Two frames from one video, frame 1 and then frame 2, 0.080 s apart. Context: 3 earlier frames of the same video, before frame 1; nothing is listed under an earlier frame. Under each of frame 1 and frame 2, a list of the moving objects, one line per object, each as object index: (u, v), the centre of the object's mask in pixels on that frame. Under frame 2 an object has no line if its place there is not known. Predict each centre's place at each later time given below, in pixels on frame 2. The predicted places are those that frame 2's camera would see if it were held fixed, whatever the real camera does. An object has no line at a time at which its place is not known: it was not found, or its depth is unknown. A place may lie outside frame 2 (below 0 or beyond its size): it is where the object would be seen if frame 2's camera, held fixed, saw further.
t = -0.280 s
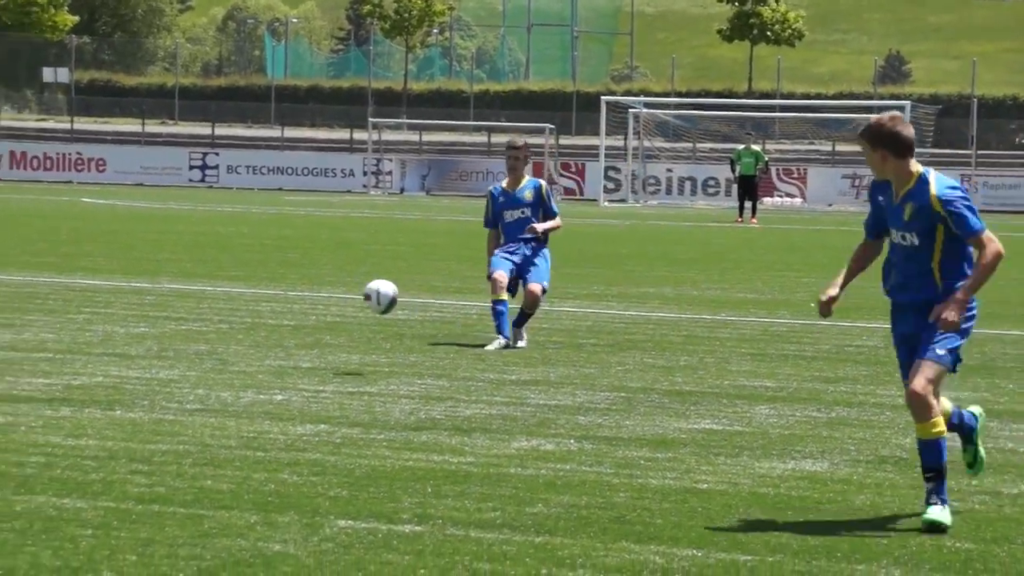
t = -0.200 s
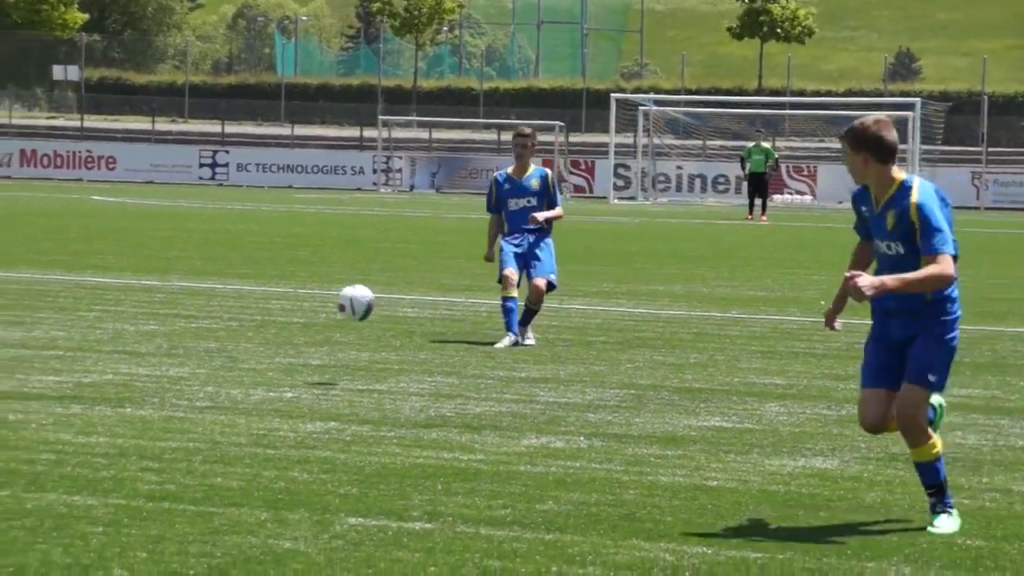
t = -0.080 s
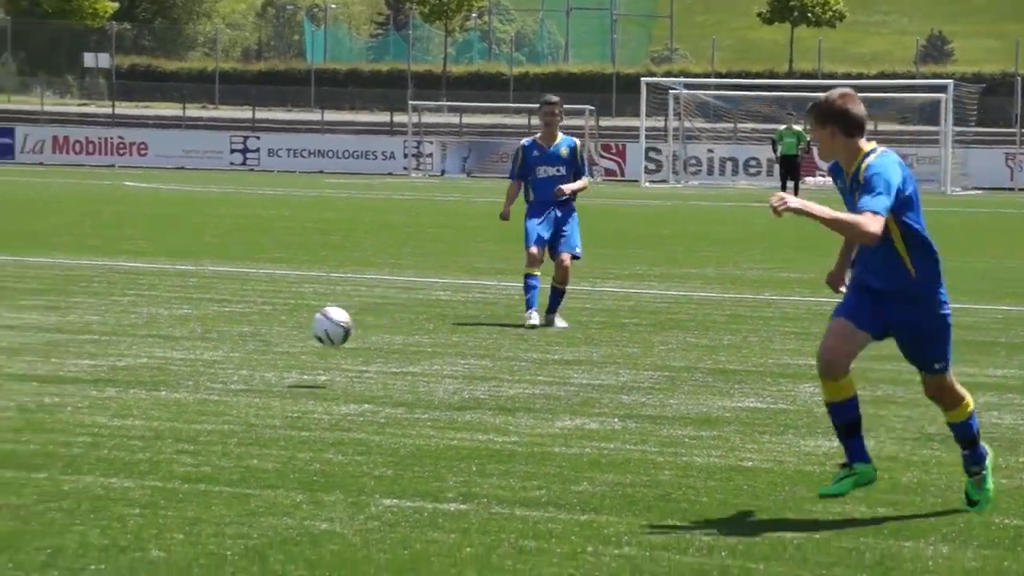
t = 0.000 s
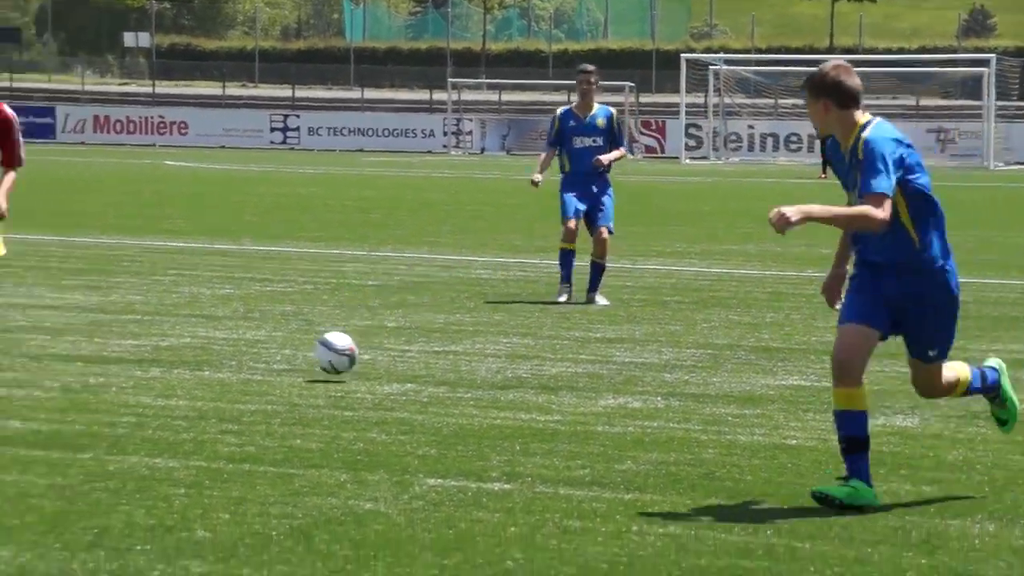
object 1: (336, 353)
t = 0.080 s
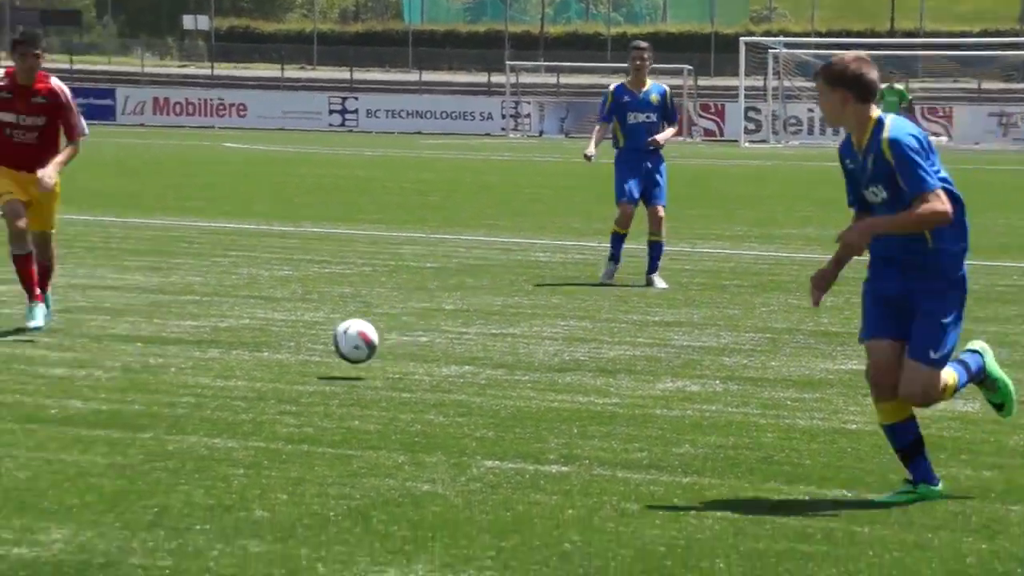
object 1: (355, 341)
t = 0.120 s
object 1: (336, 336)
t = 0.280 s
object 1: (251, 352)
